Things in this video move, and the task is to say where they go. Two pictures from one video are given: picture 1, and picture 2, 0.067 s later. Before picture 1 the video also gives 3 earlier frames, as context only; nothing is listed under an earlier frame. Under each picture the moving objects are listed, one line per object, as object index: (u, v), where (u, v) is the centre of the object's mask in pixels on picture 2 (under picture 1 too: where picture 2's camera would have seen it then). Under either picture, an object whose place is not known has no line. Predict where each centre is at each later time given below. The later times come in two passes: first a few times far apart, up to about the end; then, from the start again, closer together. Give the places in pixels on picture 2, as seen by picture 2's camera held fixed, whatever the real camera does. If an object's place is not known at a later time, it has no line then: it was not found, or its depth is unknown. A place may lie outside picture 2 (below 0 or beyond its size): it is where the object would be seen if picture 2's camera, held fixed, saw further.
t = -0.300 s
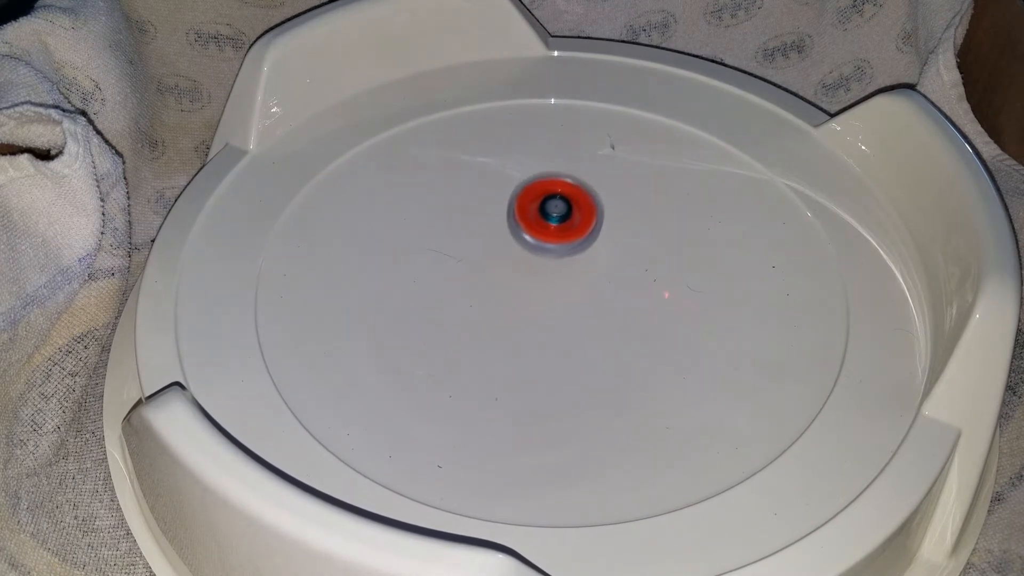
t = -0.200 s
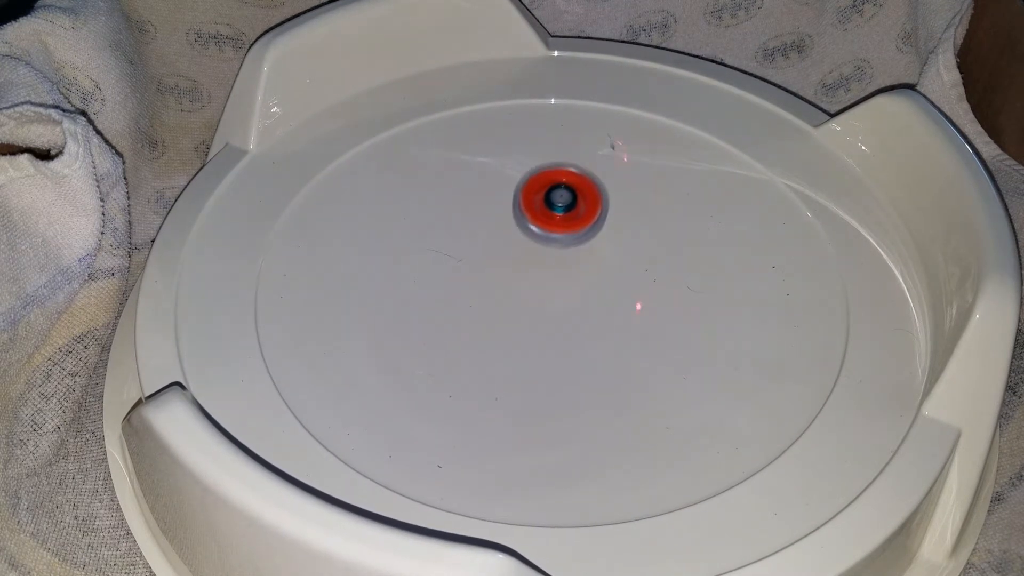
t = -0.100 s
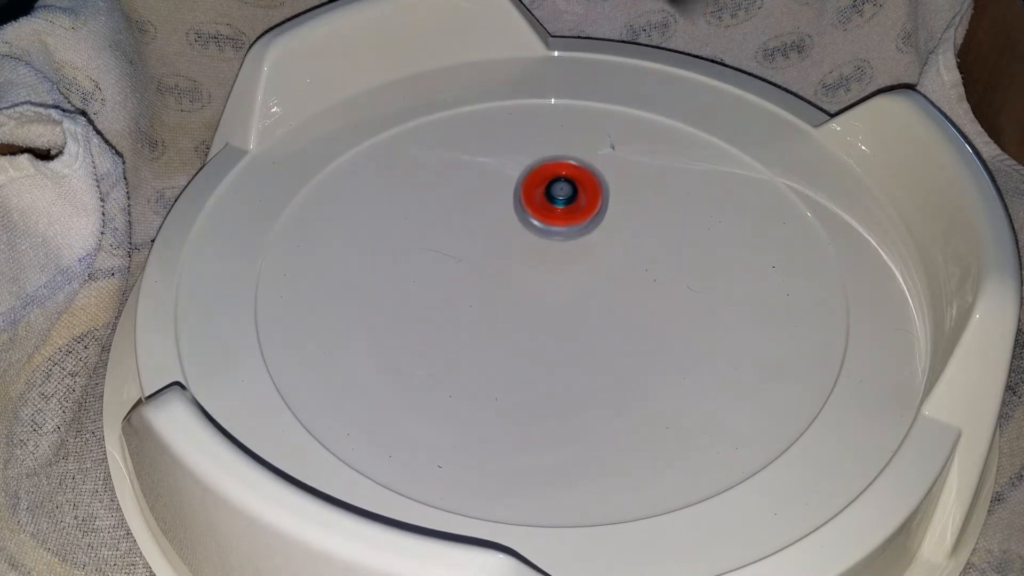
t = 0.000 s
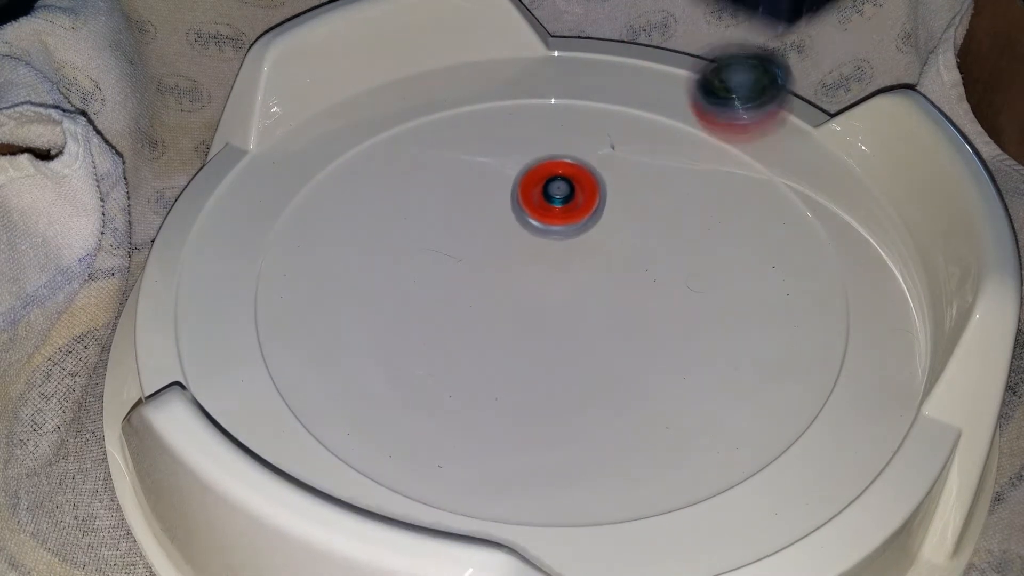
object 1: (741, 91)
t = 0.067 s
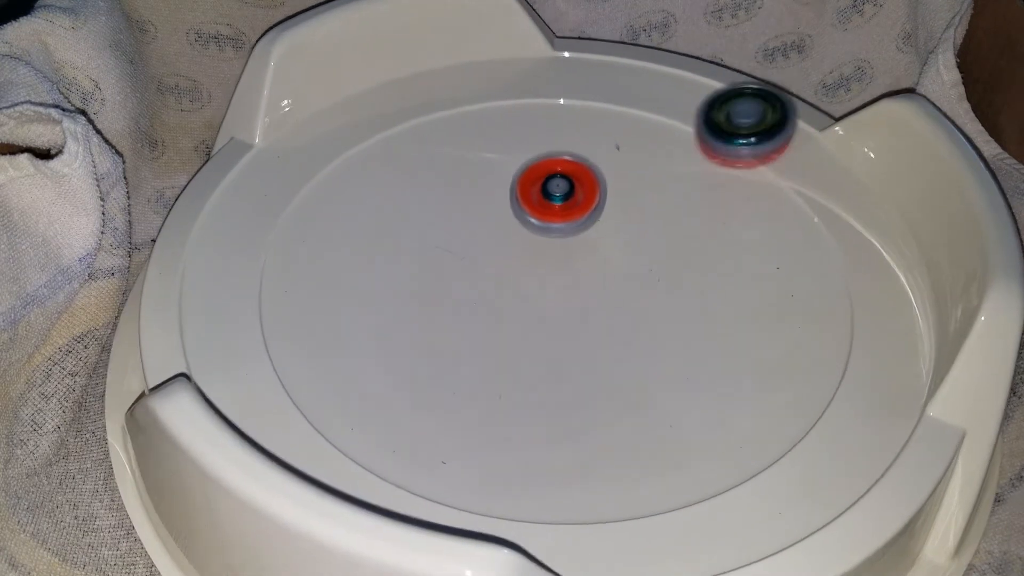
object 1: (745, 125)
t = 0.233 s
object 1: (653, 161)
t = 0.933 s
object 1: (828, 289)
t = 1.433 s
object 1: (481, 470)
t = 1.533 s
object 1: (652, 457)
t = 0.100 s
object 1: (732, 132)
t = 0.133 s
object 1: (710, 147)
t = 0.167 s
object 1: (676, 157)
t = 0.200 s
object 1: (636, 172)
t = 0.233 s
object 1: (653, 161)
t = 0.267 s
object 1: (687, 138)
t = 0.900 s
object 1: (833, 317)
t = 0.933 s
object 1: (828, 289)
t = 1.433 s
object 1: (481, 470)
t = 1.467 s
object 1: (542, 475)
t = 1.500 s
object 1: (607, 470)
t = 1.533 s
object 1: (652, 457)
